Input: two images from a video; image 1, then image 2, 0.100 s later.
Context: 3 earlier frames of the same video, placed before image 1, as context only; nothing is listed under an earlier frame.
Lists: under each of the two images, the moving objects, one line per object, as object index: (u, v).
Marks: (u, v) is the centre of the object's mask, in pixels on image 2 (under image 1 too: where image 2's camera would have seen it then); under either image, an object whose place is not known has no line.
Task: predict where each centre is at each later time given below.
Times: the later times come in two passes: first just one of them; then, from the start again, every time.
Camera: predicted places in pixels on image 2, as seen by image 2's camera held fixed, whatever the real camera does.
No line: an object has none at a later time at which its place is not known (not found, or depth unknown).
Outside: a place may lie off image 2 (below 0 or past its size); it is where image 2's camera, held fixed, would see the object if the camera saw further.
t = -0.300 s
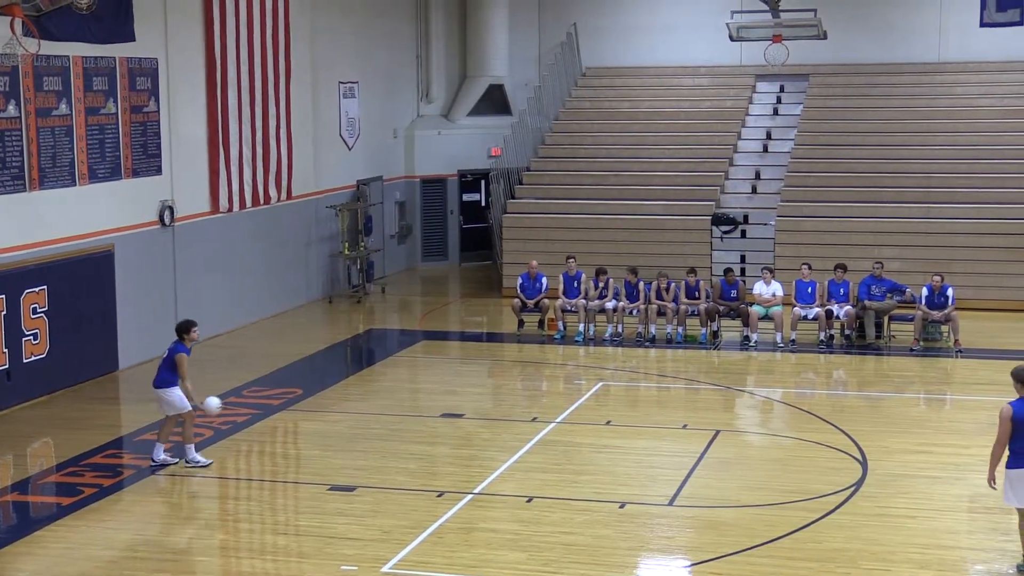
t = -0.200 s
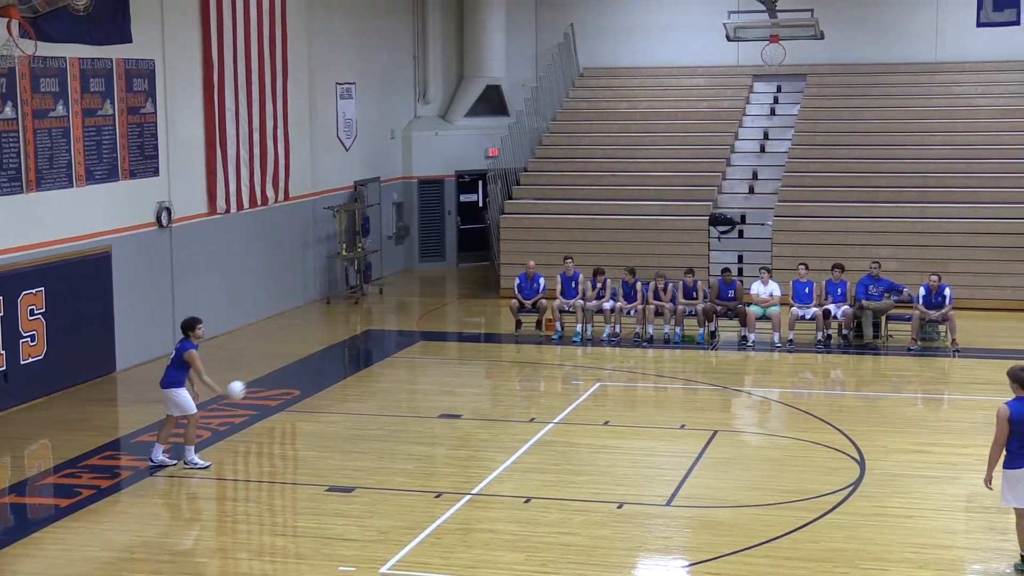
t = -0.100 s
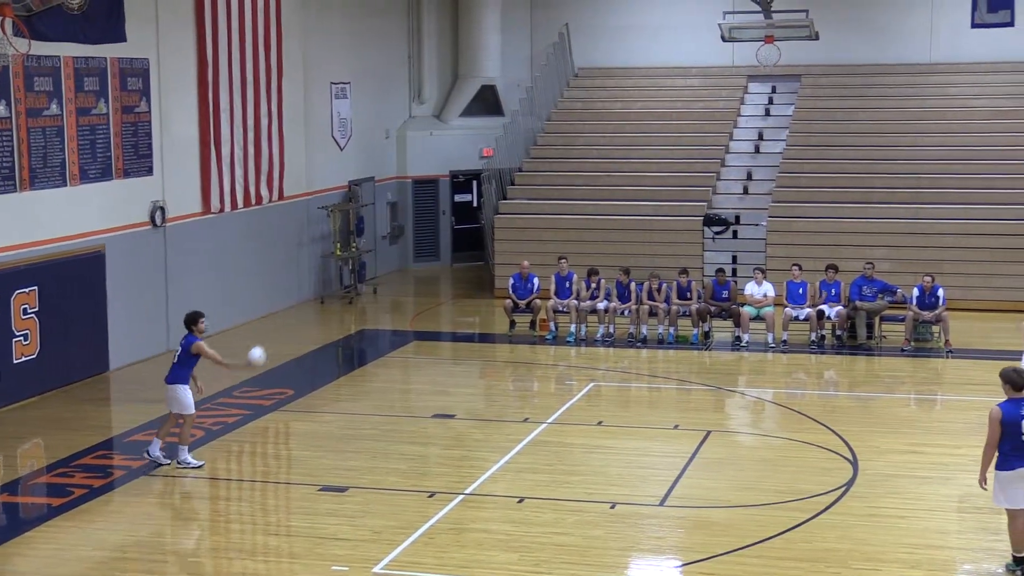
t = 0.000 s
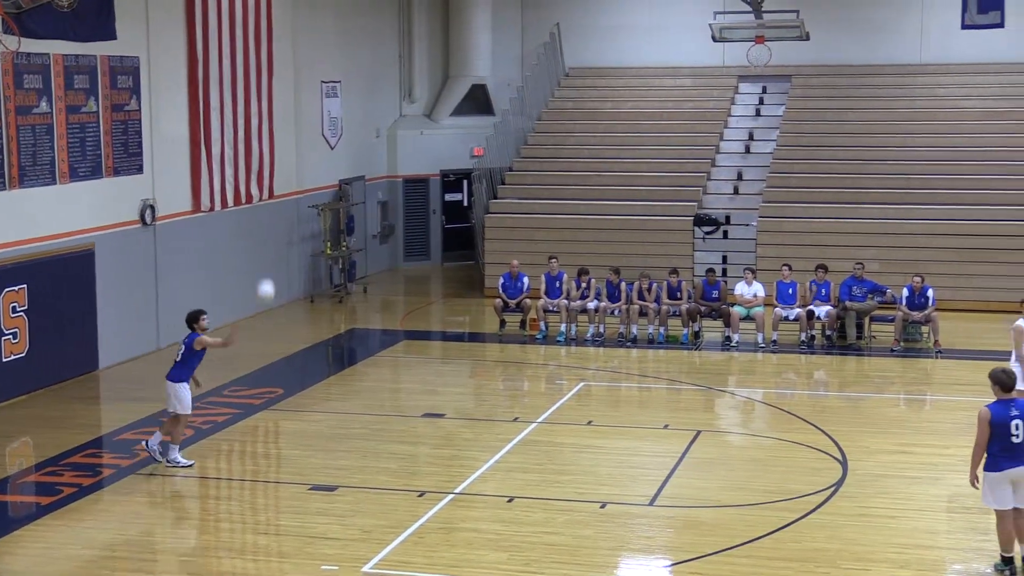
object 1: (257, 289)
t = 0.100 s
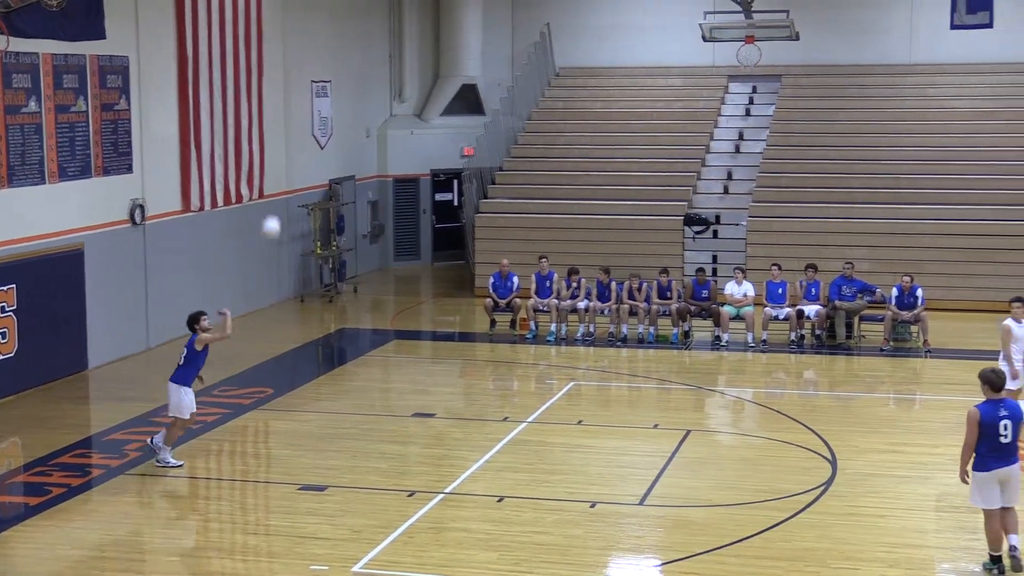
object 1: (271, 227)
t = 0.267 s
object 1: (295, 141)
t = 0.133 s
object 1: (276, 208)
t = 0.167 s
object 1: (281, 191)
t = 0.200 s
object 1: (286, 171)
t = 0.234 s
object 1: (290, 156)
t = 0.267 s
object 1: (295, 141)
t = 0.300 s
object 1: (300, 128)
